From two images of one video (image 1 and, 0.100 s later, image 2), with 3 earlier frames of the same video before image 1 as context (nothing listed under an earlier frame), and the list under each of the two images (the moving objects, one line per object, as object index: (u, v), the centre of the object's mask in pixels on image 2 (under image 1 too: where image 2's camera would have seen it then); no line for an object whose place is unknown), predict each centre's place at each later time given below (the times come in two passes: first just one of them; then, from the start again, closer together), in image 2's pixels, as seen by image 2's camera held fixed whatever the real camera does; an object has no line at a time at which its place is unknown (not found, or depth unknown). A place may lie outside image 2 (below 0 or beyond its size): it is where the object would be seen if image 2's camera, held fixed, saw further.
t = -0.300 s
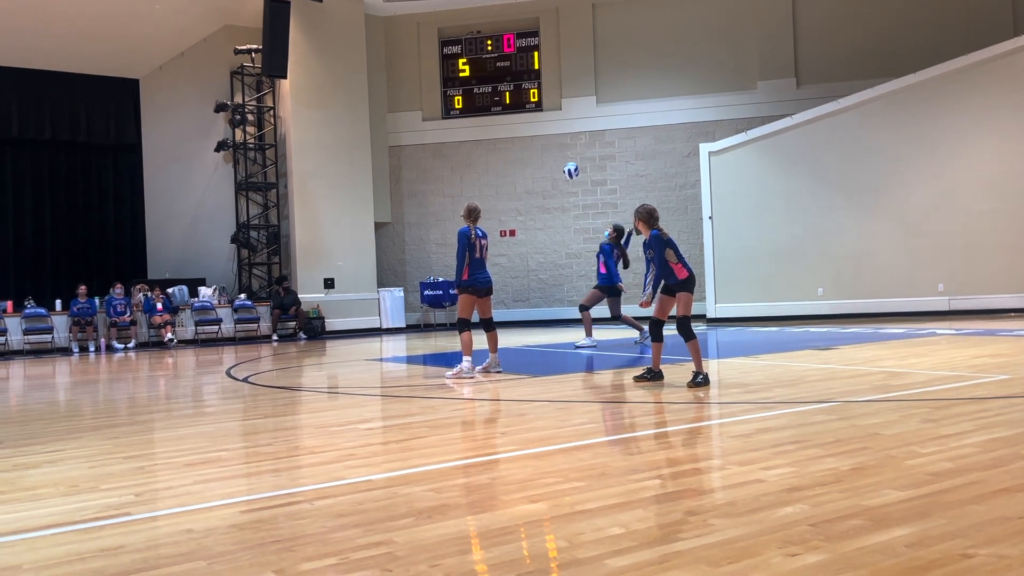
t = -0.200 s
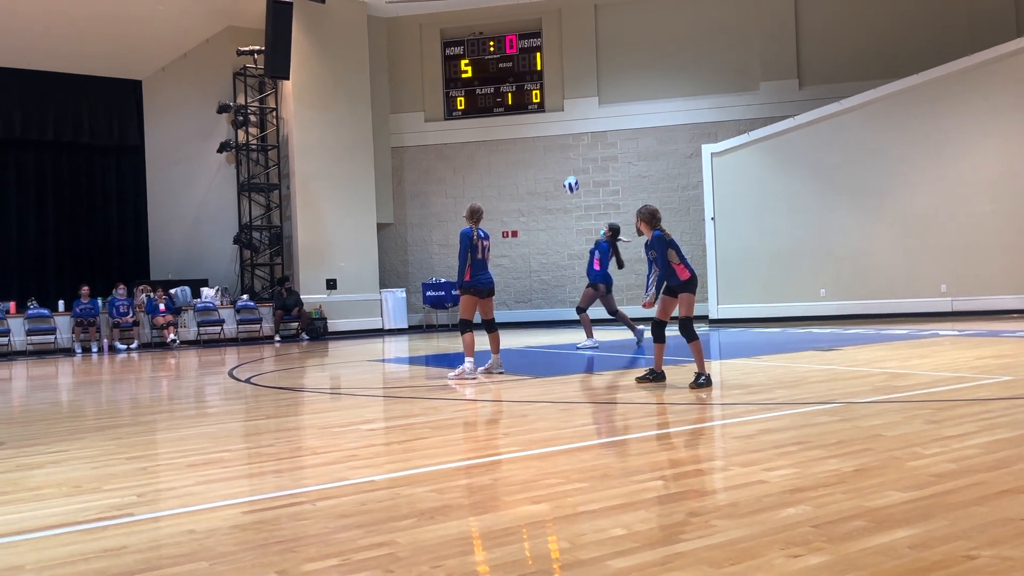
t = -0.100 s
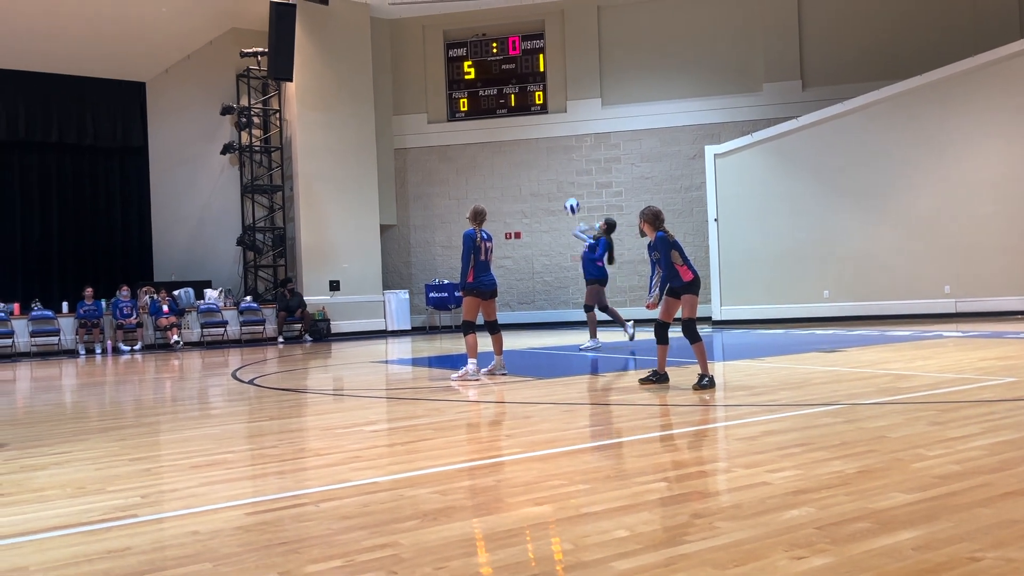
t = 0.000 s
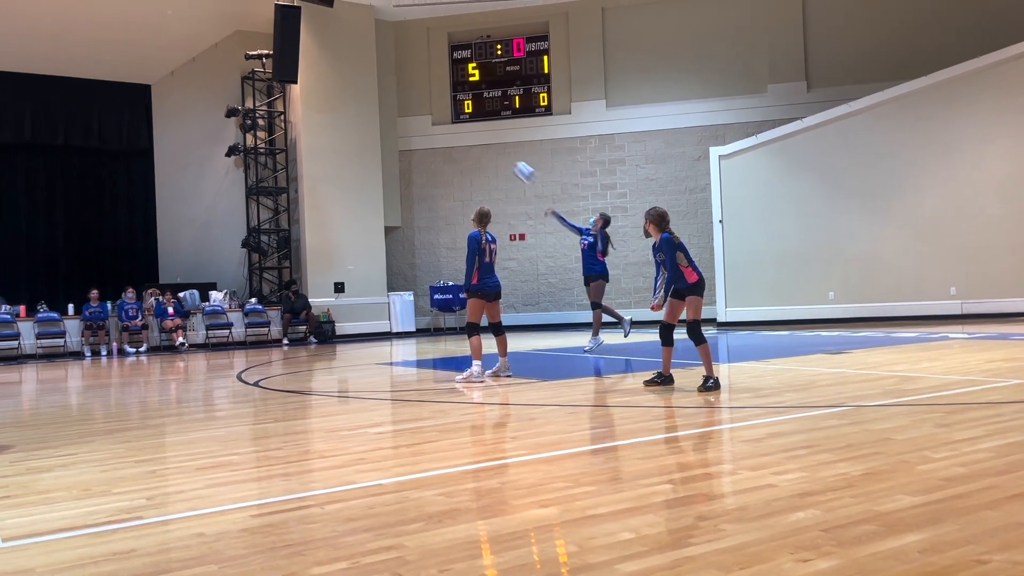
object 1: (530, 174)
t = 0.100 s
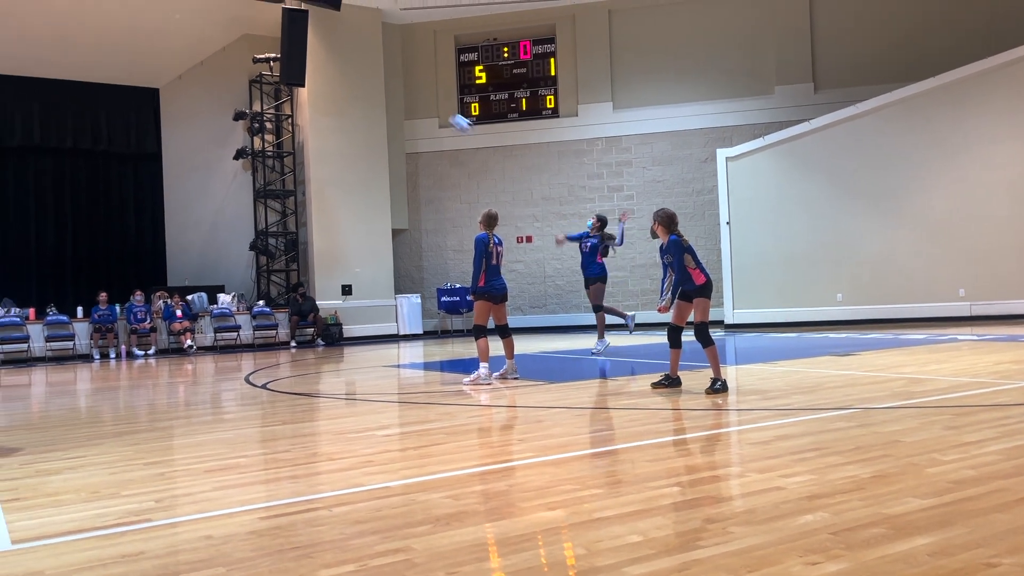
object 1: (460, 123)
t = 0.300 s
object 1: (306, 41)
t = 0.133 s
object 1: (436, 110)
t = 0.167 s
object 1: (412, 95)
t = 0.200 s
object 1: (387, 81)
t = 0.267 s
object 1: (334, 54)
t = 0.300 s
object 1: (306, 41)
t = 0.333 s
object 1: (279, 30)
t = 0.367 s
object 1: (250, 20)
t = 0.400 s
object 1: (222, 12)
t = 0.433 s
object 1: (193, 4)
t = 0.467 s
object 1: (163, -4)
